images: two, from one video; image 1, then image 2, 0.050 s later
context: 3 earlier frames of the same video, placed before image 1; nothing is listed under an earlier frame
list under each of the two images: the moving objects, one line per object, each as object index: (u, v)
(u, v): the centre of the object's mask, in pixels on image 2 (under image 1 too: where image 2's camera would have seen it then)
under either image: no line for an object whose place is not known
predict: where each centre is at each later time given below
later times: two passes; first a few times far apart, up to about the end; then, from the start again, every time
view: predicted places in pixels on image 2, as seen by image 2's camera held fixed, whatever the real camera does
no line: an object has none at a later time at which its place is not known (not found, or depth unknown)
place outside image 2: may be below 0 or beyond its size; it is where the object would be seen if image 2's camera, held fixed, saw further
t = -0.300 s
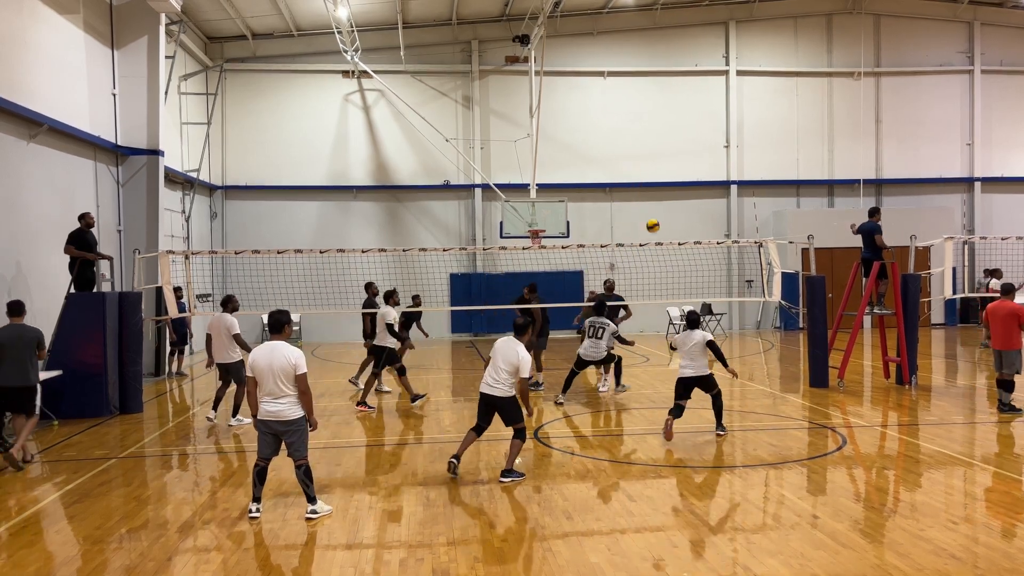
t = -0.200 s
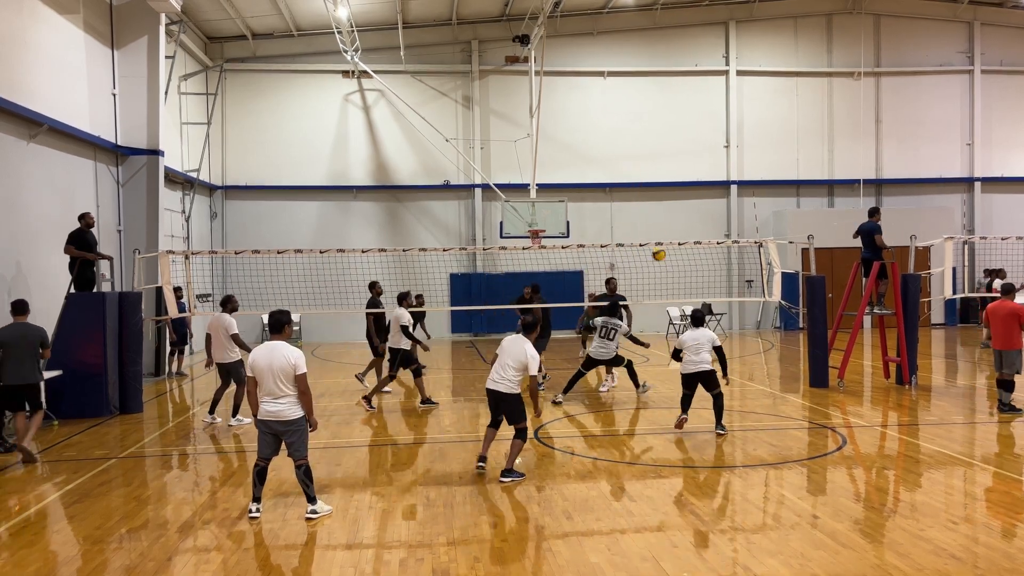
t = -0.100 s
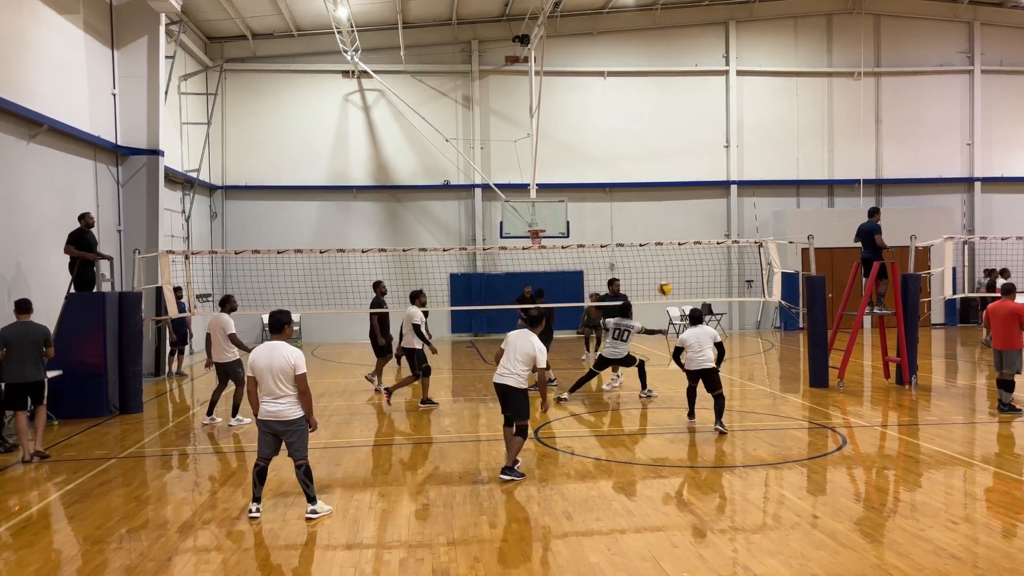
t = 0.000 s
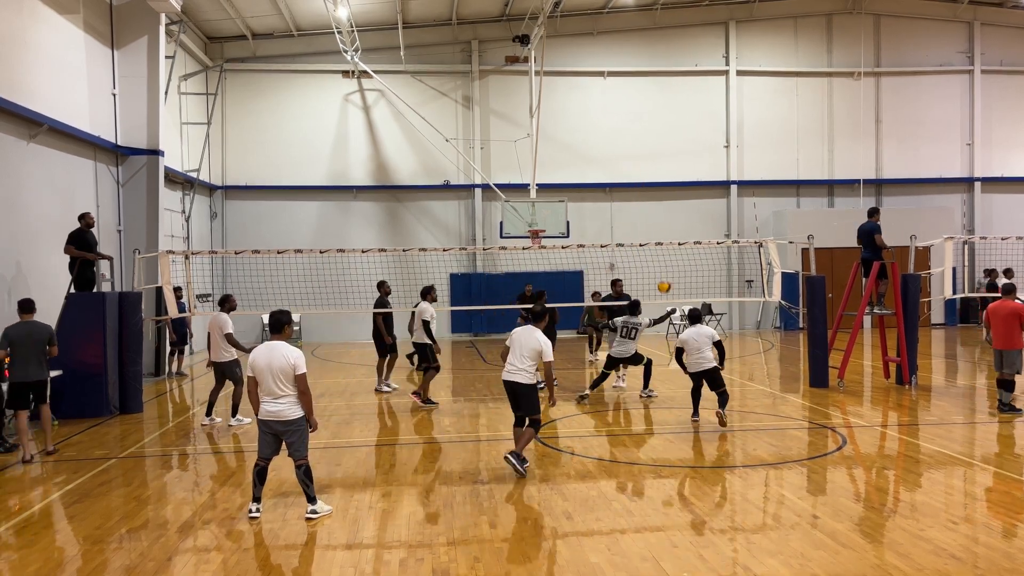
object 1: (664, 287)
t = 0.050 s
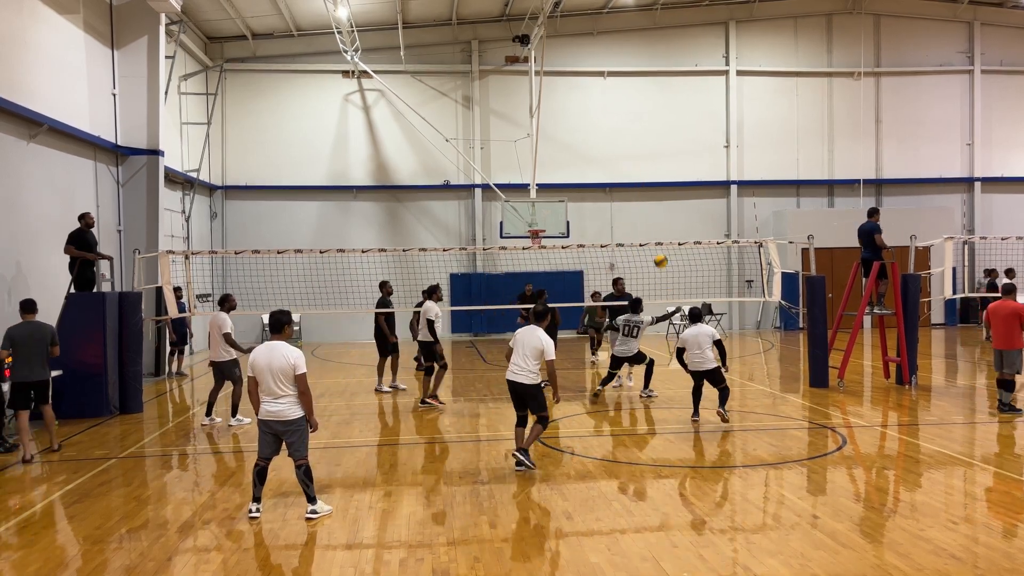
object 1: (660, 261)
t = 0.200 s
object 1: (649, 194)
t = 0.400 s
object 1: (633, 125)
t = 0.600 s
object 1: (617, 80)
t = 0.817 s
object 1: (599, 61)
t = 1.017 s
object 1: (581, 73)
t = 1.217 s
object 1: (564, 117)
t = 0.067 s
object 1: (659, 253)
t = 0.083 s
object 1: (658, 245)
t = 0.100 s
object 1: (657, 238)
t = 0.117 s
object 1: (655, 230)
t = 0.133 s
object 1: (654, 222)
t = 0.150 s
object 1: (653, 215)
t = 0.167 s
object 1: (652, 208)
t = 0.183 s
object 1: (650, 201)
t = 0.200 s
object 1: (649, 194)
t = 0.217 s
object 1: (648, 187)
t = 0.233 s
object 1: (647, 181)
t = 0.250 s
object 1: (645, 174)
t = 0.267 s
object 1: (643, 168)
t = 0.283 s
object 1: (642, 162)
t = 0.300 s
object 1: (641, 156)
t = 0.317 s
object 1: (640, 151)
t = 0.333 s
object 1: (639, 145)
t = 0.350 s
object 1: (637, 140)
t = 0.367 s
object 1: (636, 134)
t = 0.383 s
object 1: (634, 130)
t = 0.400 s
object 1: (633, 125)
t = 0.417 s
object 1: (632, 120)
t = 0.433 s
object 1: (631, 115)
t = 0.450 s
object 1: (629, 111)
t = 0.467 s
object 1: (628, 107)
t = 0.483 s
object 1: (626, 103)
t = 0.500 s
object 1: (625, 99)
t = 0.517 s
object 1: (624, 95)
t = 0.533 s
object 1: (623, 92)
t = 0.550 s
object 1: (621, 89)
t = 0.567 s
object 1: (620, 86)
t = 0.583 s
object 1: (619, 82)
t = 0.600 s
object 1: (617, 80)
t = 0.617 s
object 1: (616, 77)
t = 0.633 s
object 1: (614, 75)
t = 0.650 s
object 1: (613, 73)
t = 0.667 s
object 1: (611, 71)
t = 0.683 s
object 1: (610, 69)
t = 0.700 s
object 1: (609, 67)
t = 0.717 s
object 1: (607, 66)
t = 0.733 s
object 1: (606, 64)
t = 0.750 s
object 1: (604, 63)
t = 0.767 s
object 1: (603, 63)
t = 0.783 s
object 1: (601, 61)
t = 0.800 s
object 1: (600, 61)
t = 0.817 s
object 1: (599, 61)
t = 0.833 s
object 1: (597, 61)
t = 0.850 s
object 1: (596, 61)
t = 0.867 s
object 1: (594, 61)
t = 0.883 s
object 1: (593, 62)
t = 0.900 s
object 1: (591, 63)
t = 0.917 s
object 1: (590, 63)
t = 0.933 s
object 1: (588, 64)
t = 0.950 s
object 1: (587, 66)
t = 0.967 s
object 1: (586, 68)
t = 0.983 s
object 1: (584, 69)
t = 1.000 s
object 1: (583, 71)
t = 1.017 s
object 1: (581, 73)
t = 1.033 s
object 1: (580, 76)
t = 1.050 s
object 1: (578, 79)
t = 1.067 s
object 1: (577, 81)
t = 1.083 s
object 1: (575, 85)
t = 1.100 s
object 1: (574, 88)
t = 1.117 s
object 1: (572, 91)
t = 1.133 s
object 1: (571, 95)
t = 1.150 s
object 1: (569, 99)
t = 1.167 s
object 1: (568, 103)
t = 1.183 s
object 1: (567, 107)
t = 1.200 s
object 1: (565, 112)
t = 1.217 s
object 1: (564, 117)
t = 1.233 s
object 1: (562, 122)
